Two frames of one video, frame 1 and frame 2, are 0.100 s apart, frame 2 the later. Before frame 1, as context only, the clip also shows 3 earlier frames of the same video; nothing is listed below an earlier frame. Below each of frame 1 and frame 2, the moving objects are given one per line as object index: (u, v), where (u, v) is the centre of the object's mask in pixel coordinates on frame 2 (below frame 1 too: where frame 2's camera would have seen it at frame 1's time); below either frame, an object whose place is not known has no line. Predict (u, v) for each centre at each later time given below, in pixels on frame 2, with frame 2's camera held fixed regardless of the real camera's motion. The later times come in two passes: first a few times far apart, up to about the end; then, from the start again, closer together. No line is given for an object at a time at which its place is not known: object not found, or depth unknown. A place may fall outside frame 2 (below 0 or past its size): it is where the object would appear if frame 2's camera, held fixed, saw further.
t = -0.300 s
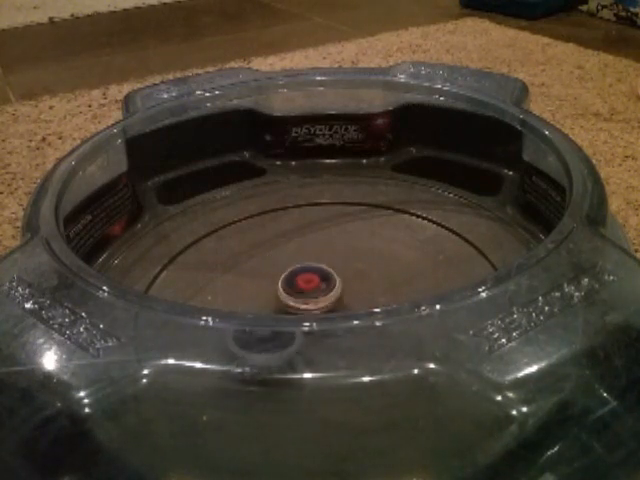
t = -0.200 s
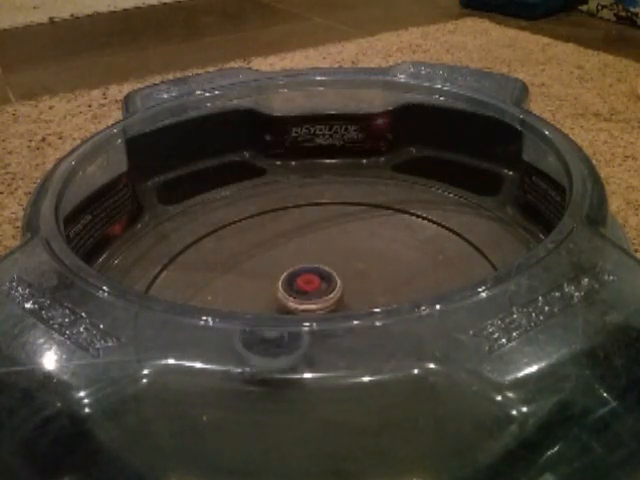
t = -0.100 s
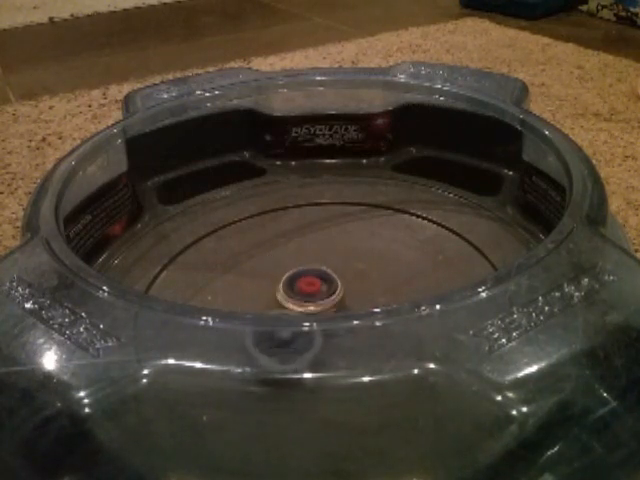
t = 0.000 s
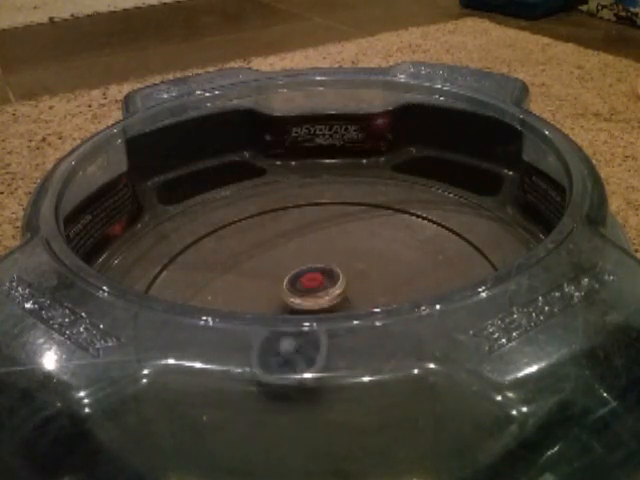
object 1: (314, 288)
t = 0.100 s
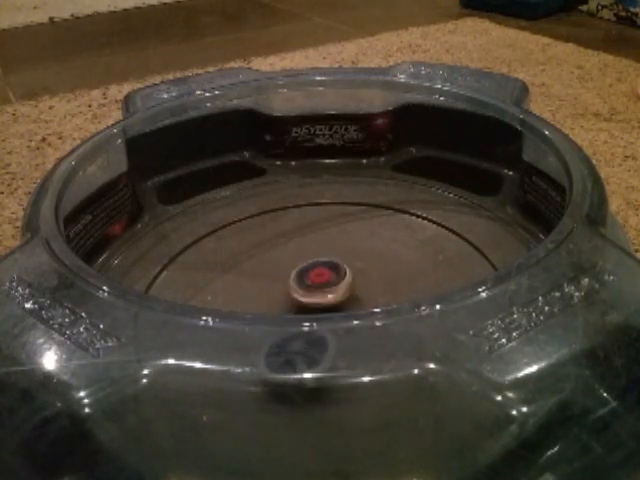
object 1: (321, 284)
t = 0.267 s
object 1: (334, 279)
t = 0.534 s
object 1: (348, 286)
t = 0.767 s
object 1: (350, 291)
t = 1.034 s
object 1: (343, 294)
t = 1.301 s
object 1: (329, 293)
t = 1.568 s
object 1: (305, 292)
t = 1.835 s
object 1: (297, 295)
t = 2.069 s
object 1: (304, 301)
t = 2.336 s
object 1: (306, 305)
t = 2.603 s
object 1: (307, 308)
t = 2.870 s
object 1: (310, 306)
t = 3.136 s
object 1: (302, 303)
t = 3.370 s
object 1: (301, 303)
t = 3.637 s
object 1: (307, 301)
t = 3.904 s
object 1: (303, 300)
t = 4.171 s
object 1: (301, 301)
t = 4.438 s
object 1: (307, 305)
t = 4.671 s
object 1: (327, 306)
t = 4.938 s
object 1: (338, 304)
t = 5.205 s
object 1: (348, 304)
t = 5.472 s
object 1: (352, 302)
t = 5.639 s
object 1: (347, 303)
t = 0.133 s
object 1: (323, 282)
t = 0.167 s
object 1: (326, 280)
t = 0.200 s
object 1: (327, 280)
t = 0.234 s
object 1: (331, 279)
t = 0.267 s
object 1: (334, 279)
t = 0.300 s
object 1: (335, 280)
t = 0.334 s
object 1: (338, 279)
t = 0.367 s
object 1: (340, 280)
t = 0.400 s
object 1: (341, 281)
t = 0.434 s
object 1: (344, 282)
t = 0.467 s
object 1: (345, 284)
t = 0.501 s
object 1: (346, 285)
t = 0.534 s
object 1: (348, 286)
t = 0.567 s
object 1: (348, 288)
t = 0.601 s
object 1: (348, 289)
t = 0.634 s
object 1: (350, 288)
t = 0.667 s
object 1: (350, 290)
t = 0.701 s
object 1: (349, 291)
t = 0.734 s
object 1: (350, 291)
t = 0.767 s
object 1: (350, 291)
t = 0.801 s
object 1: (348, 292)
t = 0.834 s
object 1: (349, 292)
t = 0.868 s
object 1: (348, 292)
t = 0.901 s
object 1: (346, 292)
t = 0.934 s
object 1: (347, 293)
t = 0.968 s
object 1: (346, 293)
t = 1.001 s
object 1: (344, 293)
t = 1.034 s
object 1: (343, 294)
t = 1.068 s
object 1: (343, 295)
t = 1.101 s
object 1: (342, 294)
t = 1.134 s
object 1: (339, 295)
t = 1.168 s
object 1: (338, 295)
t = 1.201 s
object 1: (337, 294)
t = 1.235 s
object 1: (333, 294)
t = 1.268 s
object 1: (331, 293)
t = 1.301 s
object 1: (329, 293)
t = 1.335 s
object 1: (324, 293)
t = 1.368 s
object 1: (323, 292)
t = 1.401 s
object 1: (321, 292)
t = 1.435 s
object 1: (318, 291)
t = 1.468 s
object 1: (314, 291)
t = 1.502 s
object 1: (312, 291)
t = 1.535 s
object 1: (310, 291)
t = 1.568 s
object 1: (305, 292)
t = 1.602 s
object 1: (304, 291)
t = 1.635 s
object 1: (305, 291)
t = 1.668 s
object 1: (302, 292)
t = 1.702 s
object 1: (299, 293)
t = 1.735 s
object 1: (300, 294)
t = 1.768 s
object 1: (299, 294)
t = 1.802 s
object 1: (297, 295)
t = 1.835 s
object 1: (297, 295)
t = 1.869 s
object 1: (300, 297)
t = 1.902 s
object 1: (299, 297)
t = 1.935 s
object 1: (298, 298)
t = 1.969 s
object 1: (300, 299)
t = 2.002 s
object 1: (303, 300)
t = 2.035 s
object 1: (303, 300)
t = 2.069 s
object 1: (304, 301)
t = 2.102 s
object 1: (306, 302)
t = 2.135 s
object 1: (304, 301)
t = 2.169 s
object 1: (302, 302)
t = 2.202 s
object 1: (302, 303)
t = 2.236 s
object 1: (303, 303)
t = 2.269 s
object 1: (302, 303)
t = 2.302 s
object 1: (304, 303)
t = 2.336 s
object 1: (306, 305)
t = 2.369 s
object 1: (306, 303)
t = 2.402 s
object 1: (308, 303)
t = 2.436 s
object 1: (309, 304)
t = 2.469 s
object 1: (309, 305)
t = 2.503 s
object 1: (308, 305)
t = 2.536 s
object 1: (307, 305)
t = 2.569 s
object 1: (306, 306)
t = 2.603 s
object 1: (307, 308)
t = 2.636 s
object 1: (307, 307)
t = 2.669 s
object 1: (306, 306)
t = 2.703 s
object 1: (304, 307)
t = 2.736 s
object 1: (308, 309)
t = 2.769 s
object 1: (309, 306)
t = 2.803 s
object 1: (310, 305)
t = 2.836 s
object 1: (310, 305)
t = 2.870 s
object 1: (310, 306)
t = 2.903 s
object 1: (311, 305)
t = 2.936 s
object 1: (311, 304)
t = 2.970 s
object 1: (309, 303)
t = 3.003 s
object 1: (308, 303)
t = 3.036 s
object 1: (307, 303)
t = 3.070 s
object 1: (304, 303)
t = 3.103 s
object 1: (302, 303)
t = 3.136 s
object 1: (302, 303)
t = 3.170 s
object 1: (301, 303)
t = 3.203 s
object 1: (299, 303)
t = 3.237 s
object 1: (299, 302)
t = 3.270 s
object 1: (299, 302)
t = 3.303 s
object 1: (301, 303)
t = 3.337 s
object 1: (302, 304)
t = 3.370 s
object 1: (301, 303)
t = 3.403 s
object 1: (301, 302)
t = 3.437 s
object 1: (302, 302)
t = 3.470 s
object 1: (303, 303)
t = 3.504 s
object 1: (303, 302)
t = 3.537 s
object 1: (304, 301)
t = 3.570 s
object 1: (306, 302)
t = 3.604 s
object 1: (307, 301)
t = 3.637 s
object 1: (307, 301)
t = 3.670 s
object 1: (307, 300)
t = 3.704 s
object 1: (308, 301)
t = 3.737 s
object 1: (308, 300)
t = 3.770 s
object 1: (307, 300)
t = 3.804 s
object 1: (305, 299)
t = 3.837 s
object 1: (306, 300)
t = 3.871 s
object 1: (306, 301)
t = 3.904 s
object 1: (303, 300)
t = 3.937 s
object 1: (301, 300)
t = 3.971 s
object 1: (300, 300)
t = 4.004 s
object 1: (301, 301)
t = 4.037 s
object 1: (301, 301)
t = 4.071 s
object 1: (299, 300)
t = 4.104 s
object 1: (299, 301)
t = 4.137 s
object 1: (300, 301)
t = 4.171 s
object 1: (301, 301)
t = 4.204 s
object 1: (304, 302)
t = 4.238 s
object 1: (303, 301)
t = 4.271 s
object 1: (304, 301)
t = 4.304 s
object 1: (306, 302)
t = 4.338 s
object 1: (306, 302)
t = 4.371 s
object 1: (305, 303)
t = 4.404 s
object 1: (306, 303)
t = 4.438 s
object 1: (307, 305)
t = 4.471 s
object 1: (311, 306)
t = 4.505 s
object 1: (313, 306)
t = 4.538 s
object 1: (315, 305)
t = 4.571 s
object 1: (317, 304)
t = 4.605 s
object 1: (318, 304)
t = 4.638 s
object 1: (321, 305)
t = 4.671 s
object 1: (327, 306)
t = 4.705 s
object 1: (328, 304)
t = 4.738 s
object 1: (328, 304)
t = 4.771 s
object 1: (329, 304)
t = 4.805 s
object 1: (330, 305)
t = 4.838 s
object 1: (334, 307)
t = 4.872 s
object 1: (336, 306)
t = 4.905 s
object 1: (336, 305)
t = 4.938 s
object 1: (338, 304)
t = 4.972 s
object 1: (339, 304)
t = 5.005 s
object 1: (340, 304)
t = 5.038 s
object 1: (342, 302)
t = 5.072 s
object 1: (343, 302)
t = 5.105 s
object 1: (345, 301)
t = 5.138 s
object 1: (347, 302)
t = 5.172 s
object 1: (348, 303)
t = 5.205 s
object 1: (348, 304)
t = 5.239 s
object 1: (350, 304)
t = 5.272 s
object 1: (351, 304)
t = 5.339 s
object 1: (352, 305)
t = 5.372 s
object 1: (354, 305)
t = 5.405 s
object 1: (354, 304)
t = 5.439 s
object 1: (353, 303)
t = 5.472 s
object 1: (352, 302)
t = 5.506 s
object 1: (350, 302)
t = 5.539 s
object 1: (350, 303)
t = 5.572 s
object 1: (349, 302)
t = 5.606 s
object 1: (348, 302)
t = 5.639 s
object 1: (347, 303)
